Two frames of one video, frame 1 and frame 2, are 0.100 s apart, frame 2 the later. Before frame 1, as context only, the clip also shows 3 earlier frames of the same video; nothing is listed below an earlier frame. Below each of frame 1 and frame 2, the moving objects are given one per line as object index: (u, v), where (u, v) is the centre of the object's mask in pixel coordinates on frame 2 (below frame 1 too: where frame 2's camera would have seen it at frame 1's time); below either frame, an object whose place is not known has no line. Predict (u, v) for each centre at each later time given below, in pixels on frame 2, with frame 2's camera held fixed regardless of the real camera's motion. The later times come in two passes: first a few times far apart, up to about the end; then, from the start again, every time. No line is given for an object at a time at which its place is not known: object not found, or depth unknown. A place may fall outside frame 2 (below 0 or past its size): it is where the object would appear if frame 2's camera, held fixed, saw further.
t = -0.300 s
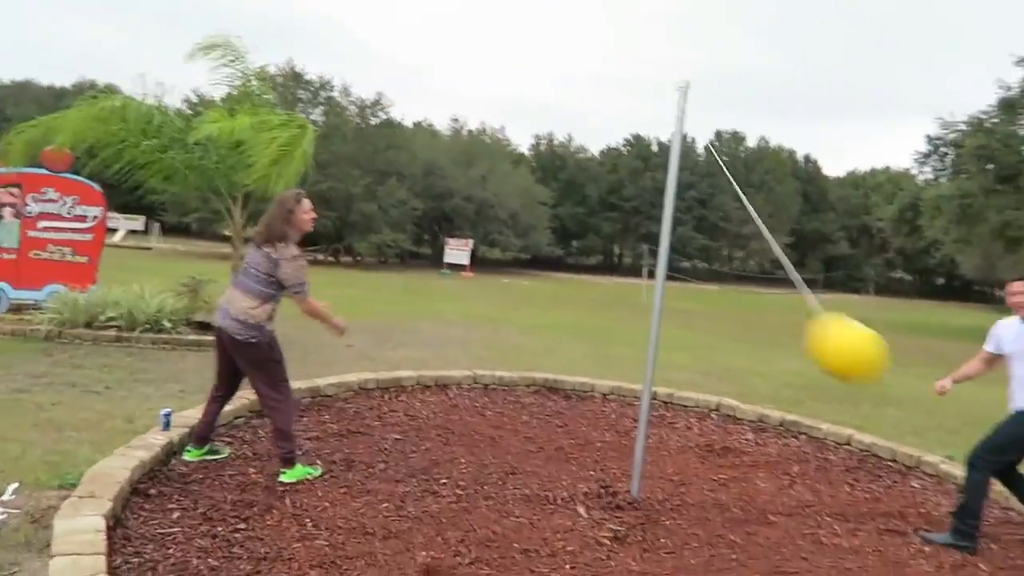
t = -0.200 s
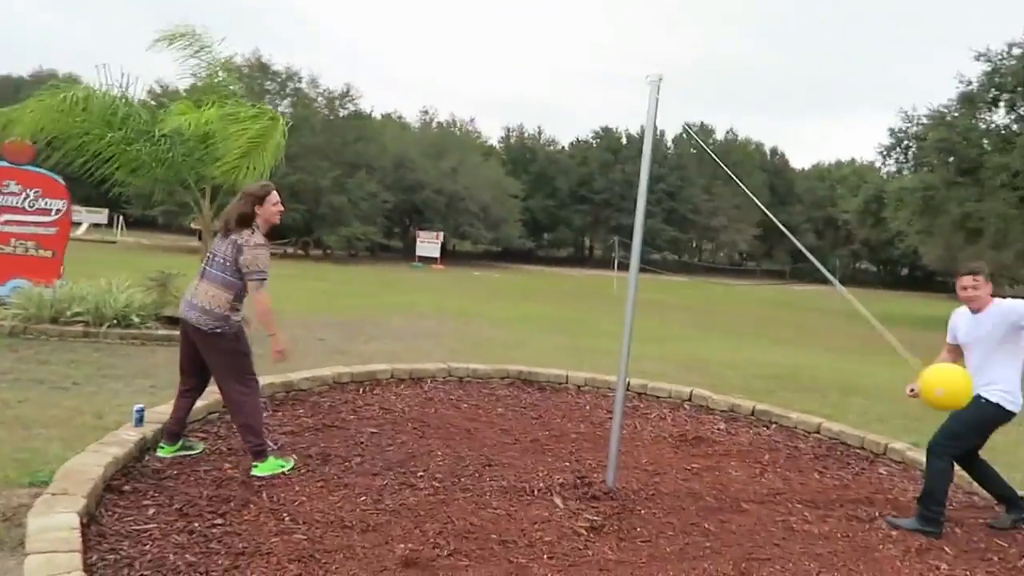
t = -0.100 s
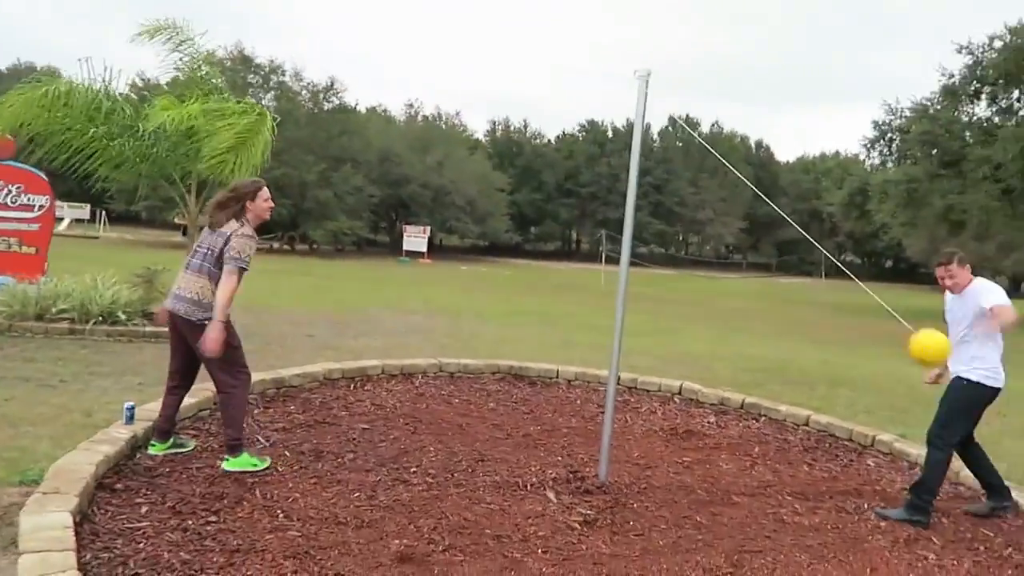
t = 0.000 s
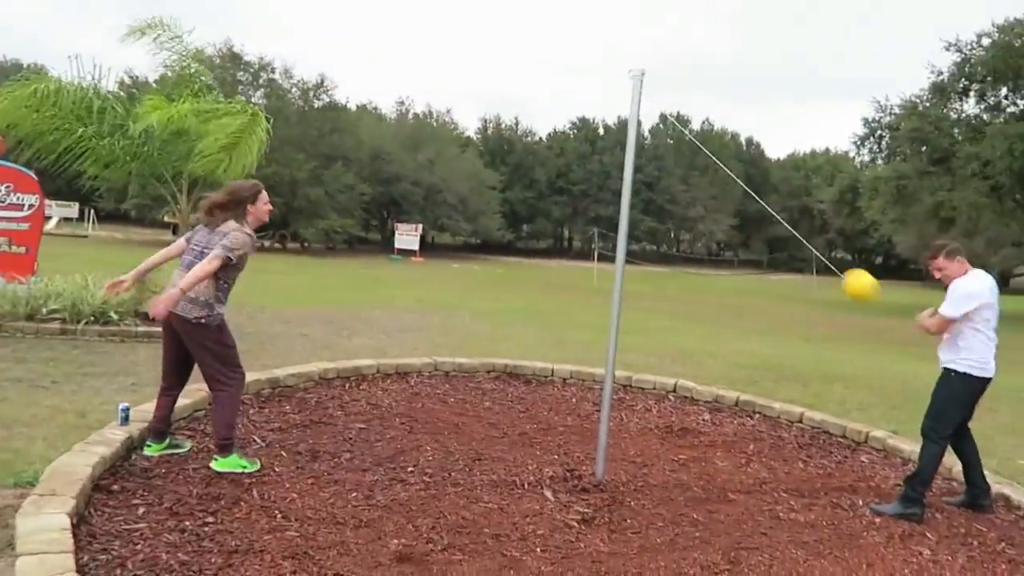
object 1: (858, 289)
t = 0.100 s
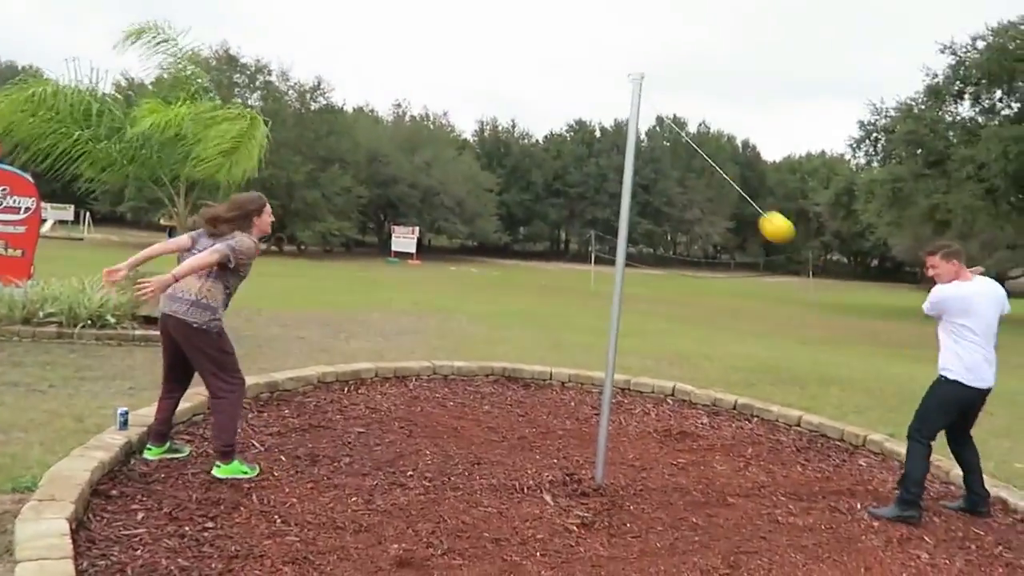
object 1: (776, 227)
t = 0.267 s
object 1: (642, 138)
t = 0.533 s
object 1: (412, 41)
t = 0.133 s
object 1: (747, 206)
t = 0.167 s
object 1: (718, 188)
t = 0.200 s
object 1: (689, 170)
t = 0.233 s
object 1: (661, 151)
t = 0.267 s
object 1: (642, 138)
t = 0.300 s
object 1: (606, 122)
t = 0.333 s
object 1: (575, 105)
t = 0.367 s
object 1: (547, 91)
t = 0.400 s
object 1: (521, 80)
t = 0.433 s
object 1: (494, 68)
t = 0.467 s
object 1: (466, 57)
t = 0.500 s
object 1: (439, 48)
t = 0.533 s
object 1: (412, 41)
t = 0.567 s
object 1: (387, 35)
